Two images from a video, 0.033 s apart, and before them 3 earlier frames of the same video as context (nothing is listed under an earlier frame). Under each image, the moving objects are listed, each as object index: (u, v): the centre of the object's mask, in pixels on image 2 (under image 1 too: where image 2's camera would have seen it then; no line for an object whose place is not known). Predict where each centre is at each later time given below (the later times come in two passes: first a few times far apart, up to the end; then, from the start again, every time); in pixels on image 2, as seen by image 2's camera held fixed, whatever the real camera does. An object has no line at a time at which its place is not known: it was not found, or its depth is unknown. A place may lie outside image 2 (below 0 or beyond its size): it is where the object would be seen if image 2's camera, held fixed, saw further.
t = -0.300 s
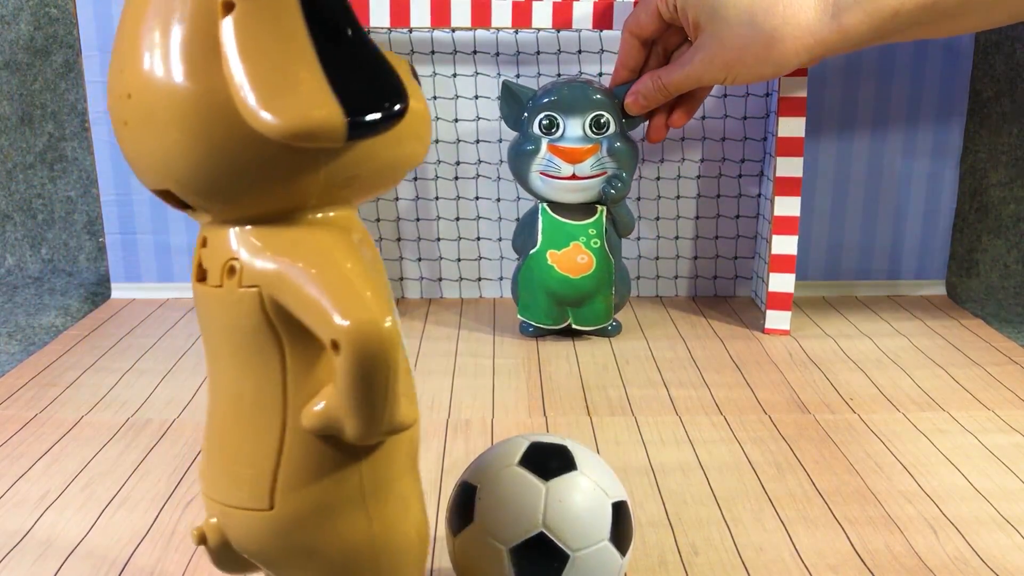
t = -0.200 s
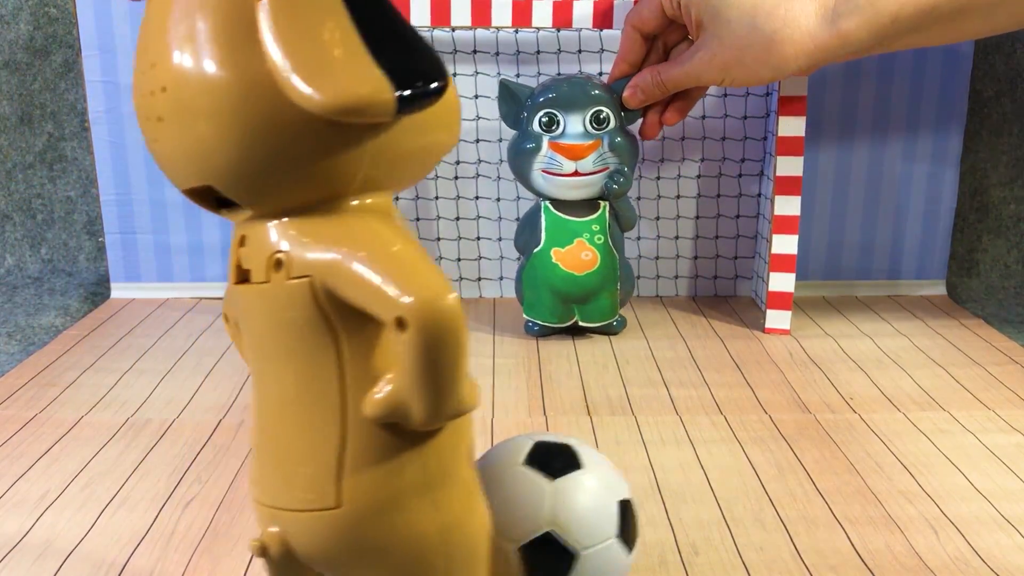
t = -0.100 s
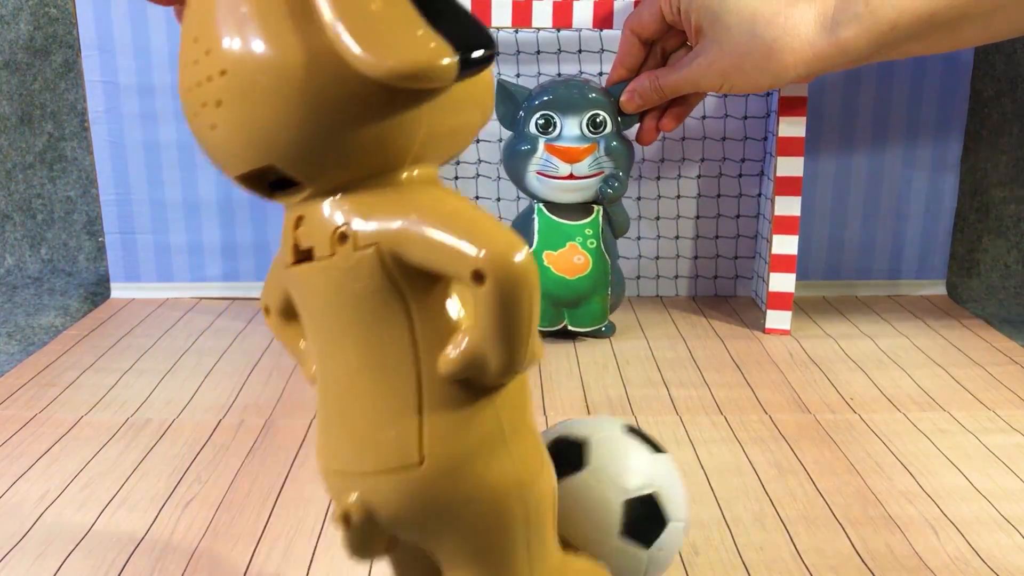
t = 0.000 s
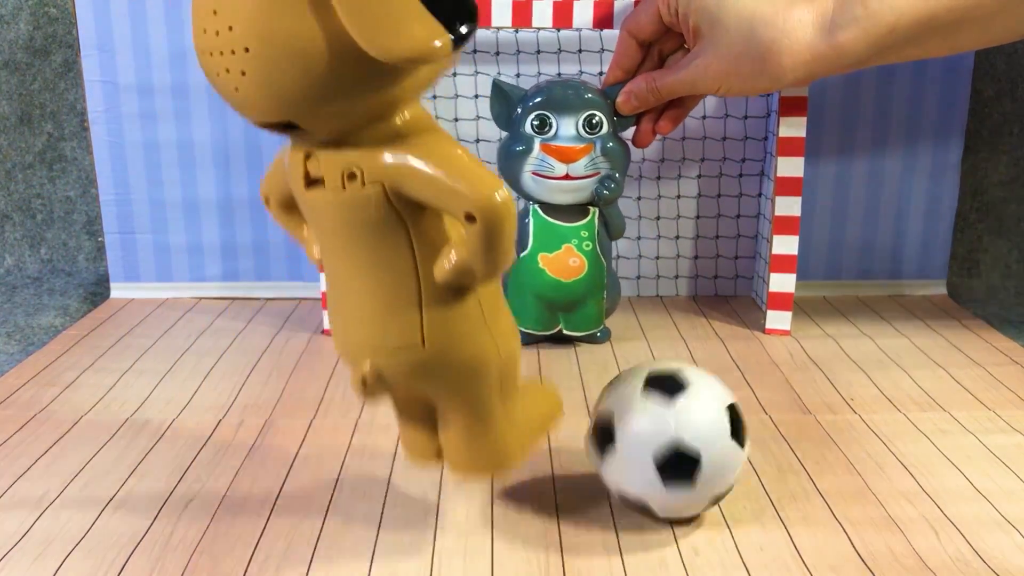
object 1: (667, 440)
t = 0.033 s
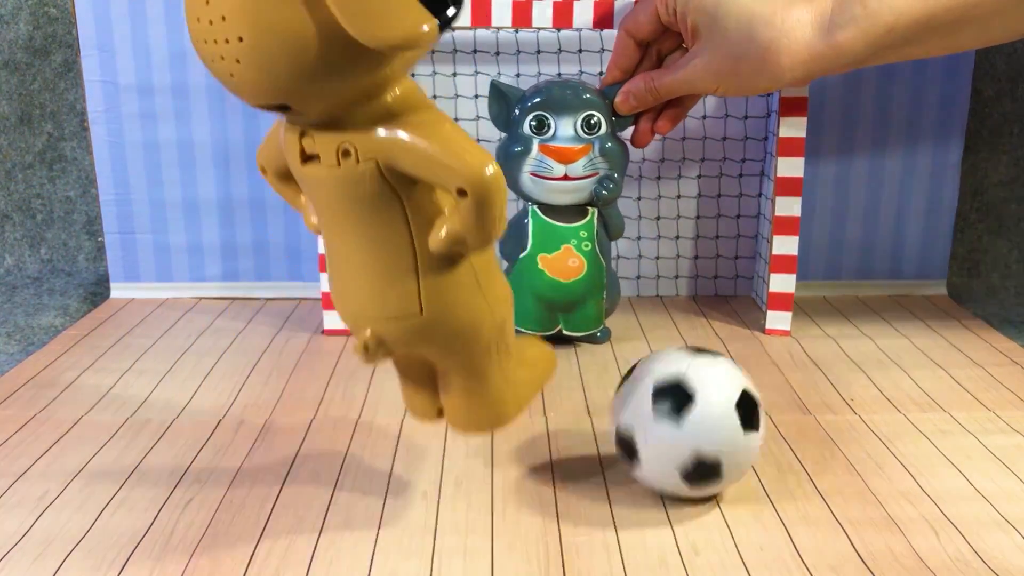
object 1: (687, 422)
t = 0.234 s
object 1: (781, 343)
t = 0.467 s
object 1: (873, 296)
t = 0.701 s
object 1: (986, 291)
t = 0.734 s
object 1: (994, 290)
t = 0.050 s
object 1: (697, 414)
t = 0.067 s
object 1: (706, 406)
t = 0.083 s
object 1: (715, 398)
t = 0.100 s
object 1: (724, 392)
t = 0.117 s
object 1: (732, 384)
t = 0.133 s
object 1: (739, 379)
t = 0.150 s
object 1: (748, 372)
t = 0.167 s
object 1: (754, 366)
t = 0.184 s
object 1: (761, 361)
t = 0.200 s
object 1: (768, 353)
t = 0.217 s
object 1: (775, 349)
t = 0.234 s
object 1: (781, 343)
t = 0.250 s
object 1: (787, 337)
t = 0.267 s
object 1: (793, 331)
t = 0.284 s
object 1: (799, 327)
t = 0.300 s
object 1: (804, 322)
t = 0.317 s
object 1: (811, 317)
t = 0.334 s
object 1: (816, 313)
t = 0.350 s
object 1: (822, 308)
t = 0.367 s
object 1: (828, 304)
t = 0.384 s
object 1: (833, 300)
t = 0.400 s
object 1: (840, 296)
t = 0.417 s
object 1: (848, 296)
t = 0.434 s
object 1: (857, 297)
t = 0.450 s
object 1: (865, 296)
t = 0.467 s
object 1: (873, 296)
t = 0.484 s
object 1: (883, 294)
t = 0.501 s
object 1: (891, 295)
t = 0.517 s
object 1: (899, 294)
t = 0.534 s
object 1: (908, 294)
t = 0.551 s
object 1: (918, 294)
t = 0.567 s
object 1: (925, 293)
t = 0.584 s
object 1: (935, 293)
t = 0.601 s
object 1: (944, 293)
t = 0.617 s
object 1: (952, 293)
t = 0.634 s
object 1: (962, 292)
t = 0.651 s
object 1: (970, 291)
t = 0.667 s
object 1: (975, 292)
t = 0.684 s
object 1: (981, 291)
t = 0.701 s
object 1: (986, 291)
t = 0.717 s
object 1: (990, 291)
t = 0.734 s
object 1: (994, 290)
